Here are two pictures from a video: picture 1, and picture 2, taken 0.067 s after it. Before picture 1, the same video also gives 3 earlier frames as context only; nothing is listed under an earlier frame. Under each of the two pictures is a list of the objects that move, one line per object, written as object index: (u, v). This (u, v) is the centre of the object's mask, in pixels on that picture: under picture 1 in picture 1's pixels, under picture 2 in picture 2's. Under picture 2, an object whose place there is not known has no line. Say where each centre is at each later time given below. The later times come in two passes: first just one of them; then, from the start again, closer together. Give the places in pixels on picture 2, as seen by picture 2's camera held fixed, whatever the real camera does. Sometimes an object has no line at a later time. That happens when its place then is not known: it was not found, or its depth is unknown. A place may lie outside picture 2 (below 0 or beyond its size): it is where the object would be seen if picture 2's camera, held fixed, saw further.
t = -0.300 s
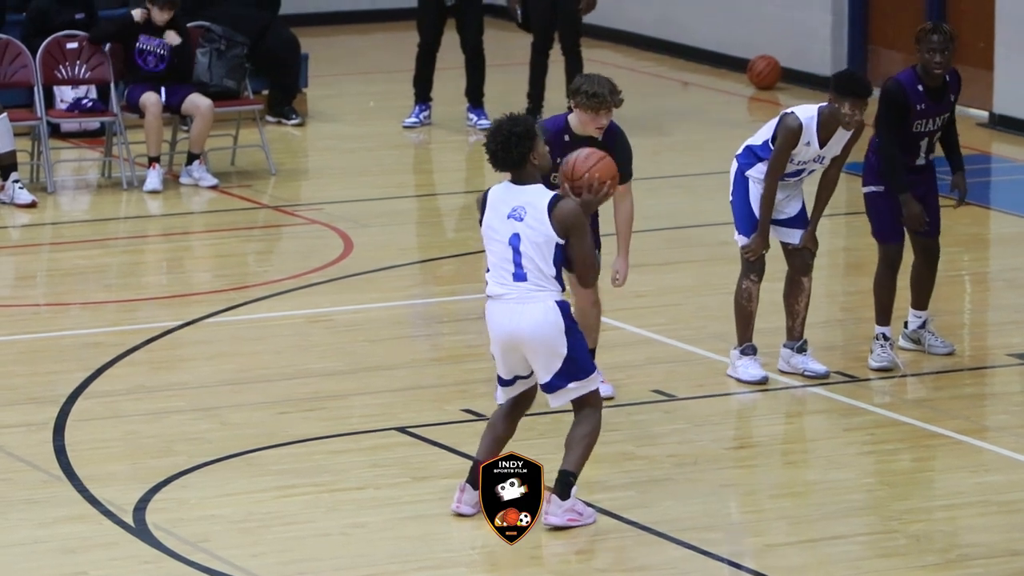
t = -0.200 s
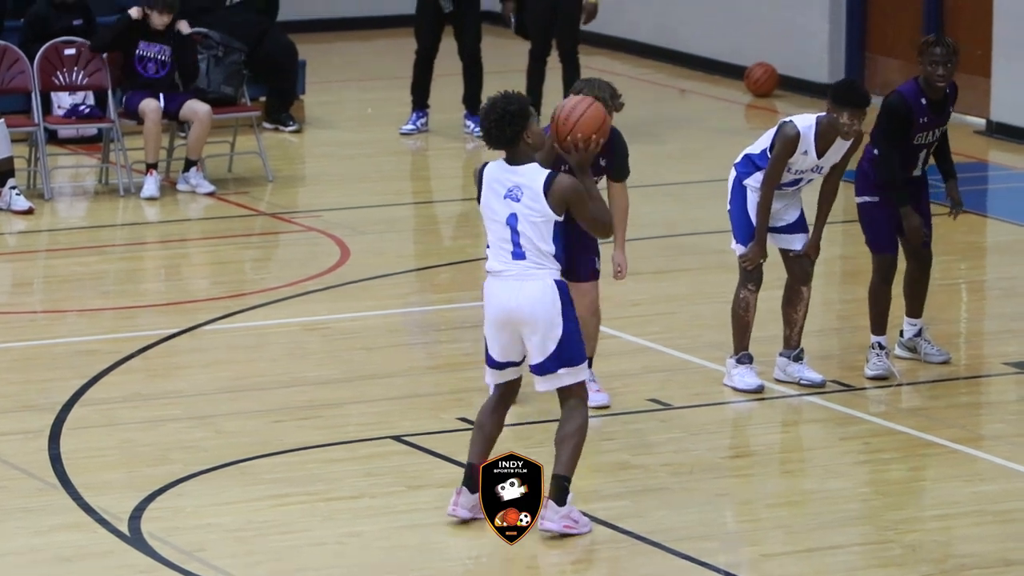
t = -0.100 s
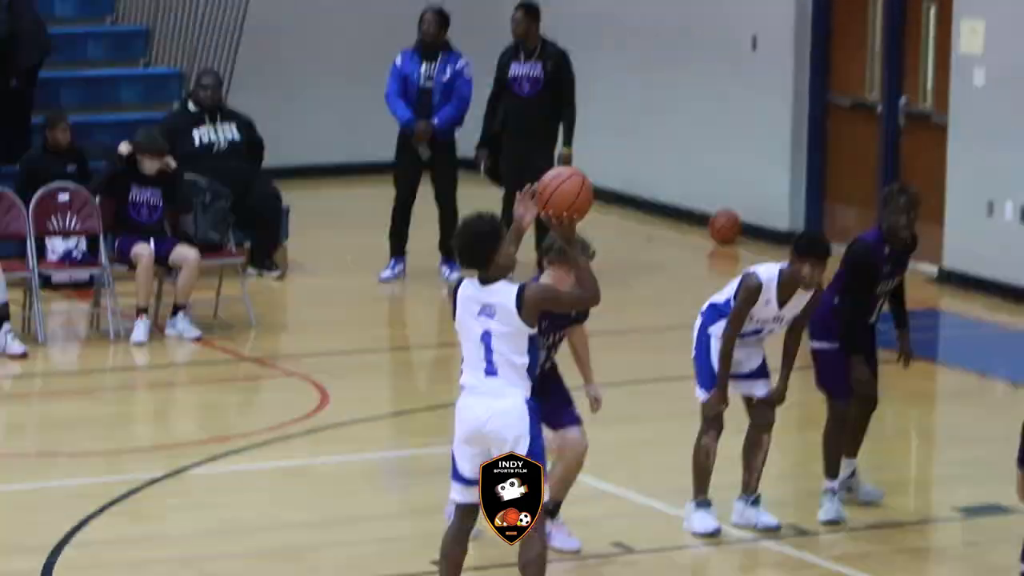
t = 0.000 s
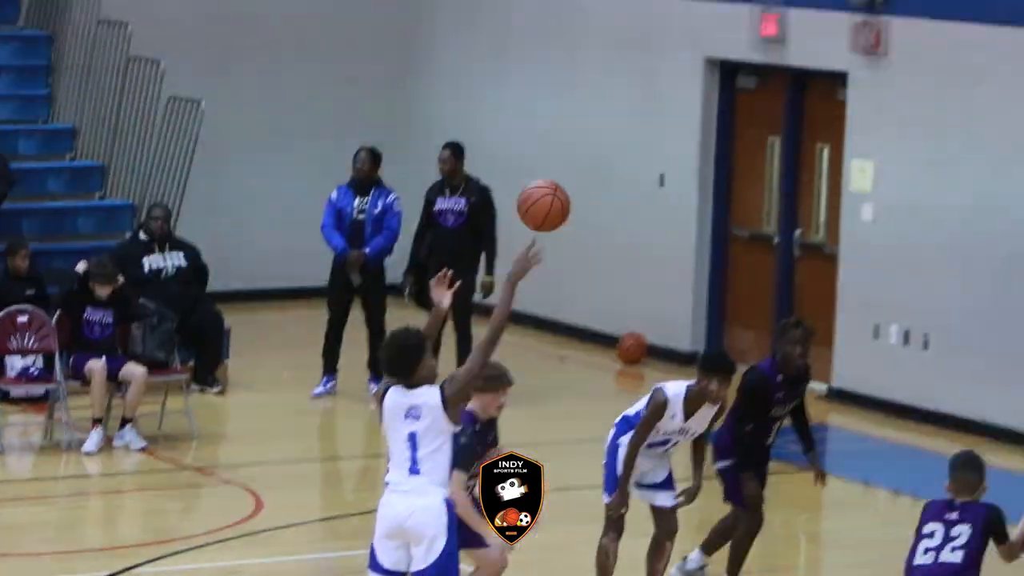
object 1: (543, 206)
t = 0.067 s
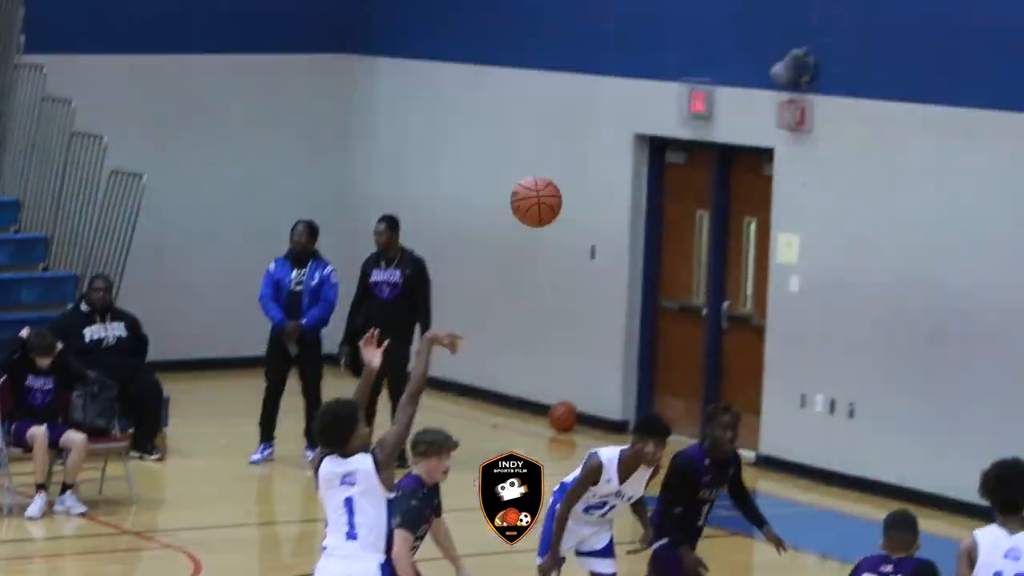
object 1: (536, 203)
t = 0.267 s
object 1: (701, 36)
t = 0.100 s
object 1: (565, 168)
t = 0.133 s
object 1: (593, 135)
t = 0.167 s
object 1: (622, 106)
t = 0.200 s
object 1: (650, 80)
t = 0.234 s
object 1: (676, 57)
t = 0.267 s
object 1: (701, 36)
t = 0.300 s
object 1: (726, 18)
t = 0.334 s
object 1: (752, 2)
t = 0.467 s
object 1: (858, -38)
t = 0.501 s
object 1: (883, -43)
